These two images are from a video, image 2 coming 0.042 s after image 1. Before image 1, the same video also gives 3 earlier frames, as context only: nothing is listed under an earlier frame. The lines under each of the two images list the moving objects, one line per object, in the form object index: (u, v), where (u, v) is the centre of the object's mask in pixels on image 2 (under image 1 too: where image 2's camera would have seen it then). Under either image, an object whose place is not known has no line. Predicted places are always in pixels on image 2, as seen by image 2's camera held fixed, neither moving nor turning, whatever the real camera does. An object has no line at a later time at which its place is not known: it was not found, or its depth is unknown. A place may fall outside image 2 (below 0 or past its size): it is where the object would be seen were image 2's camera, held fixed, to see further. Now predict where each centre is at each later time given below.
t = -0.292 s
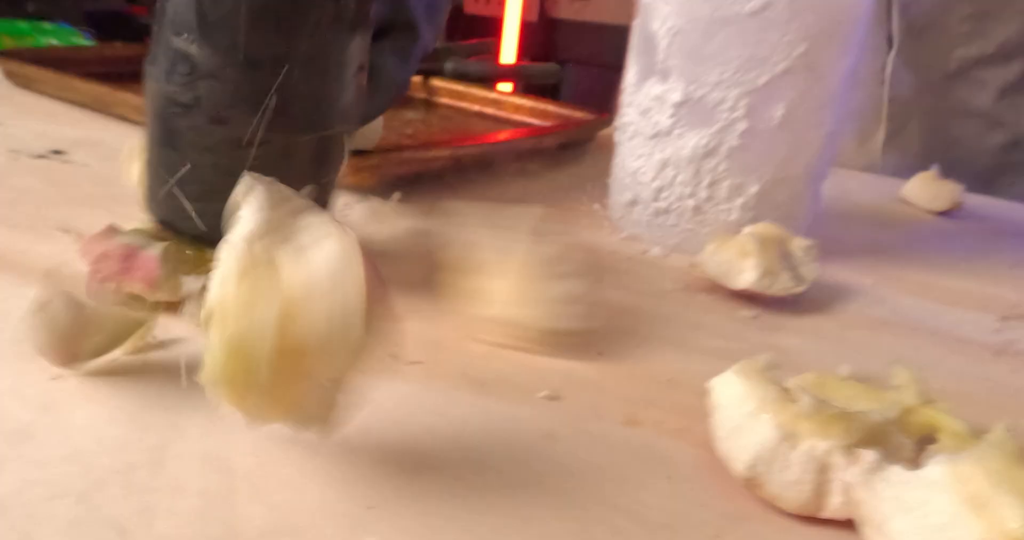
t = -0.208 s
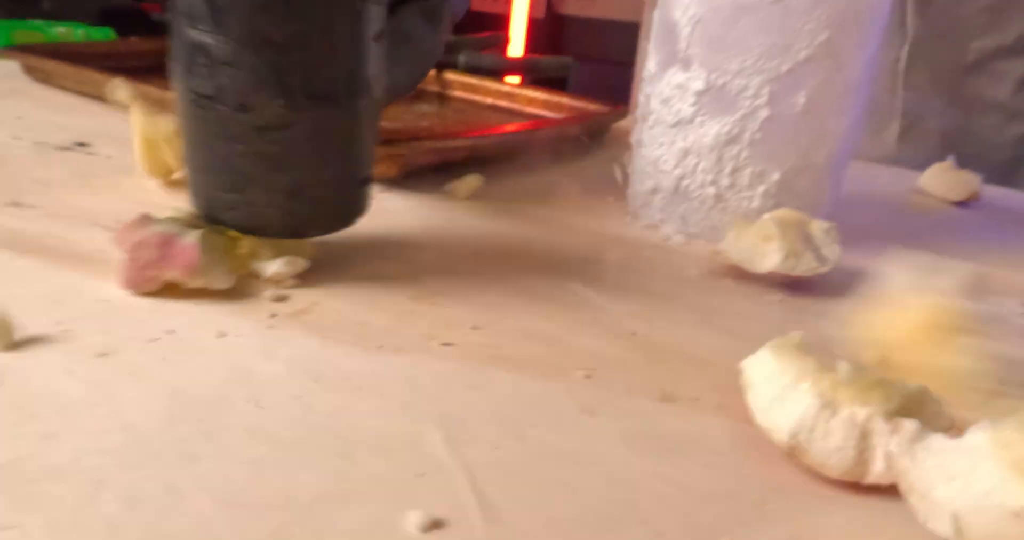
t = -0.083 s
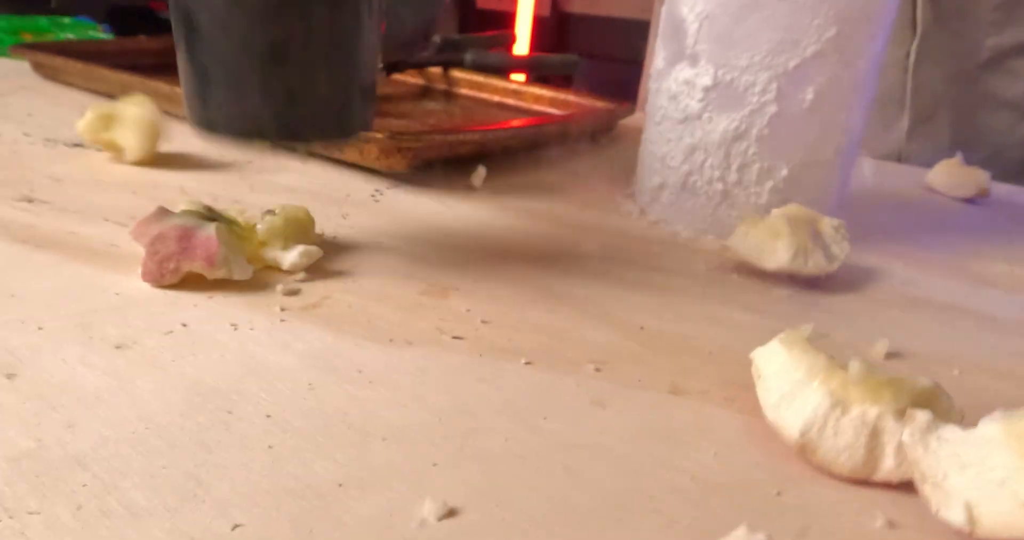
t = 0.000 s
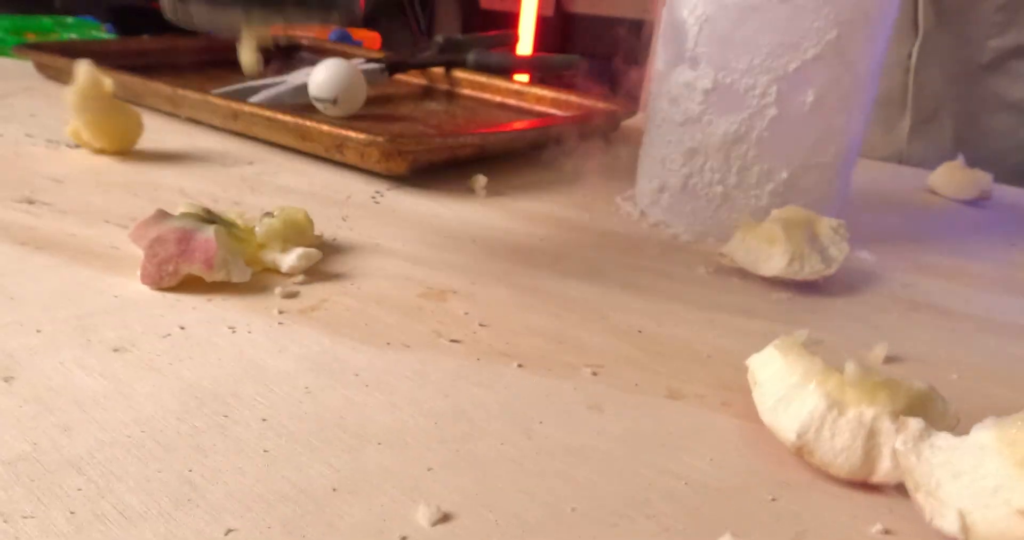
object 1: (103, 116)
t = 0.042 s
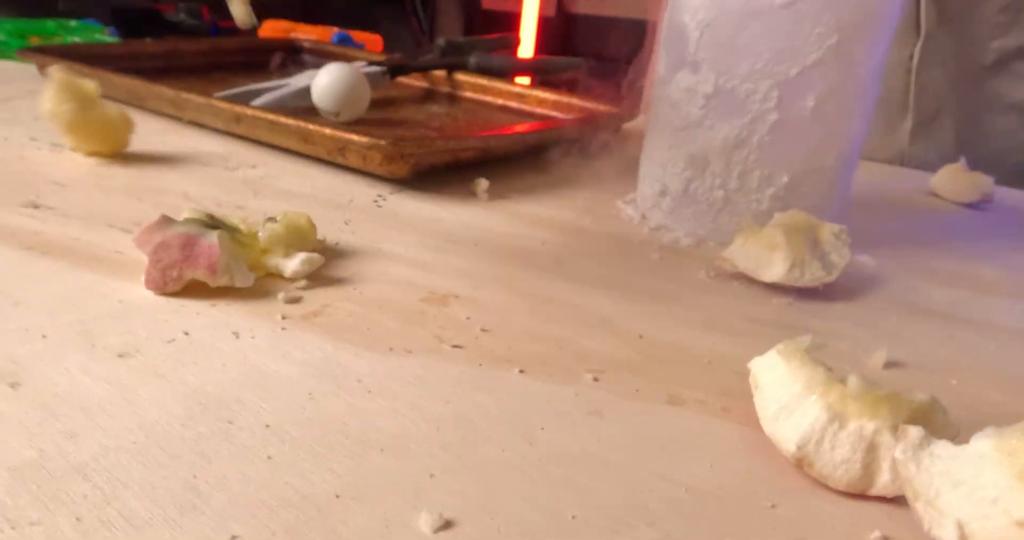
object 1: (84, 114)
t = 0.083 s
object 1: (60, 118)
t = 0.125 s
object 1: (43, 130)
